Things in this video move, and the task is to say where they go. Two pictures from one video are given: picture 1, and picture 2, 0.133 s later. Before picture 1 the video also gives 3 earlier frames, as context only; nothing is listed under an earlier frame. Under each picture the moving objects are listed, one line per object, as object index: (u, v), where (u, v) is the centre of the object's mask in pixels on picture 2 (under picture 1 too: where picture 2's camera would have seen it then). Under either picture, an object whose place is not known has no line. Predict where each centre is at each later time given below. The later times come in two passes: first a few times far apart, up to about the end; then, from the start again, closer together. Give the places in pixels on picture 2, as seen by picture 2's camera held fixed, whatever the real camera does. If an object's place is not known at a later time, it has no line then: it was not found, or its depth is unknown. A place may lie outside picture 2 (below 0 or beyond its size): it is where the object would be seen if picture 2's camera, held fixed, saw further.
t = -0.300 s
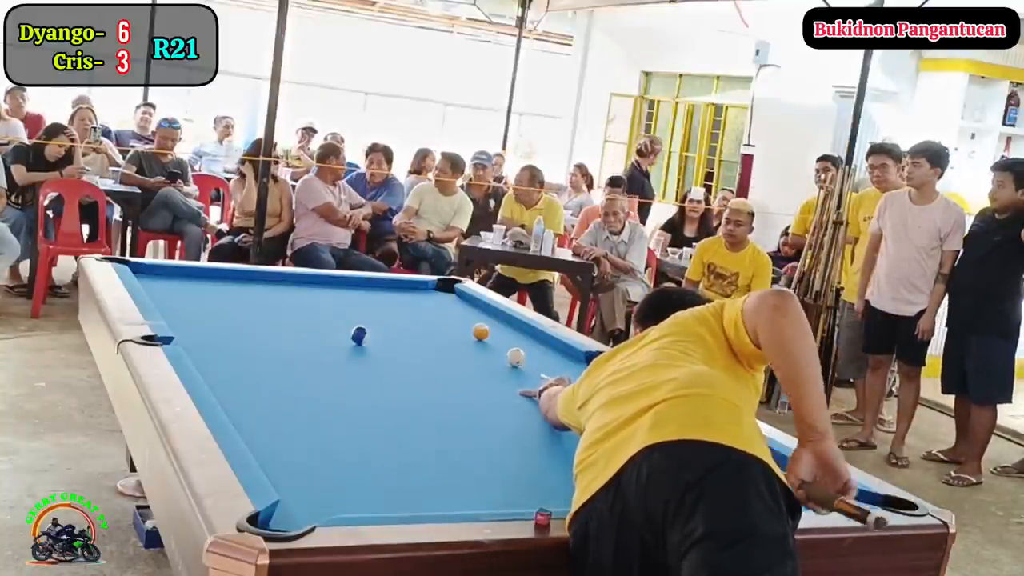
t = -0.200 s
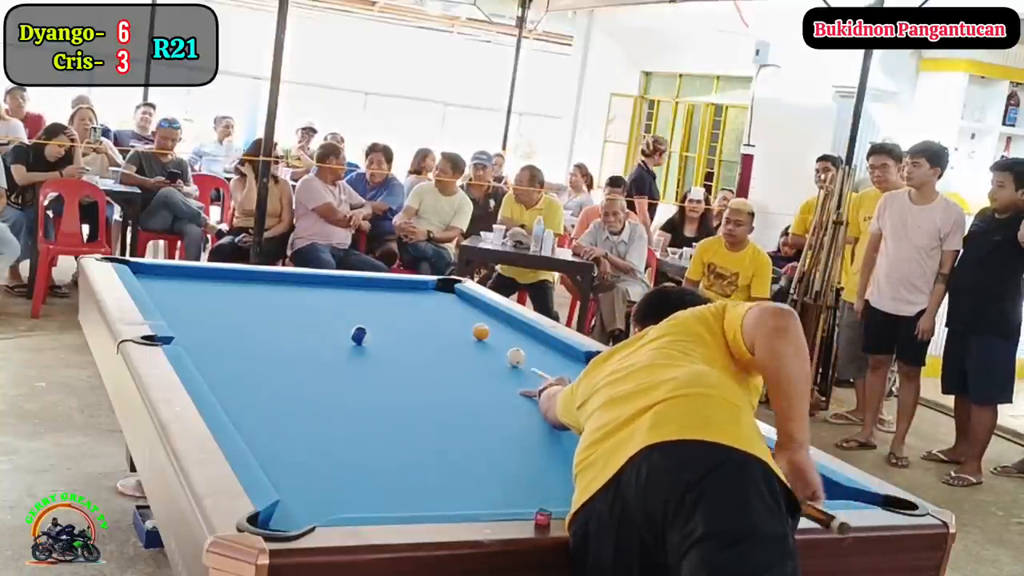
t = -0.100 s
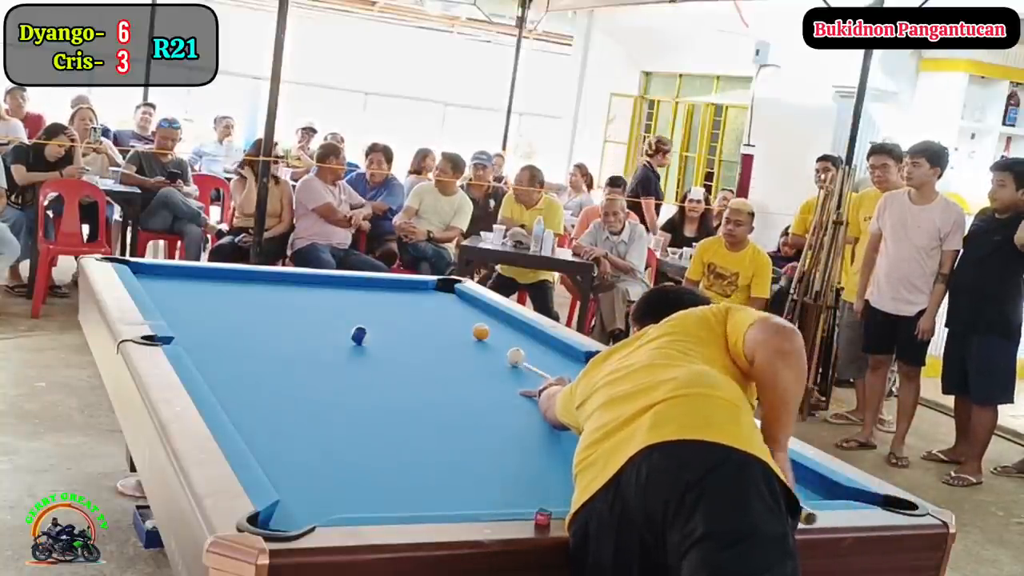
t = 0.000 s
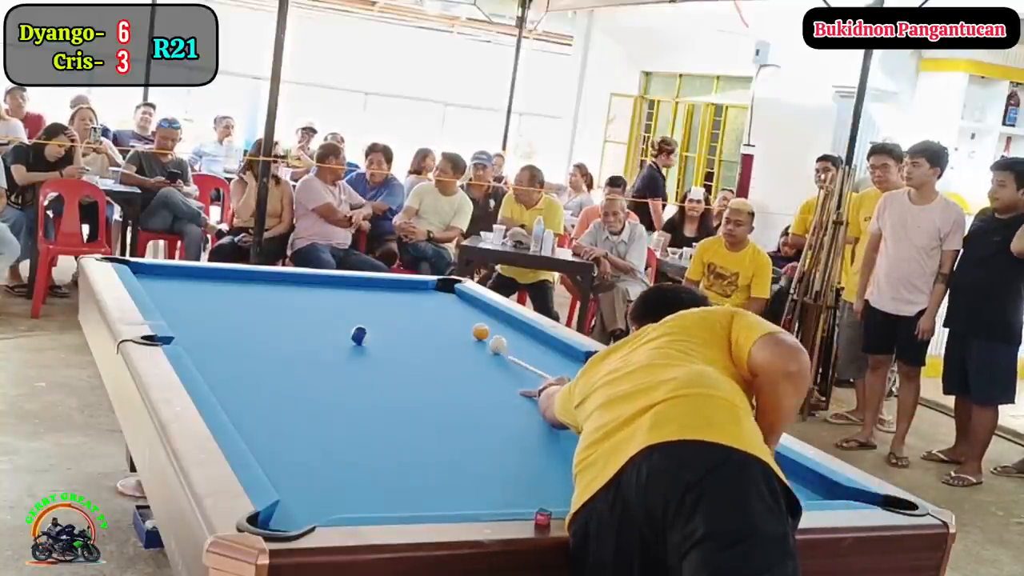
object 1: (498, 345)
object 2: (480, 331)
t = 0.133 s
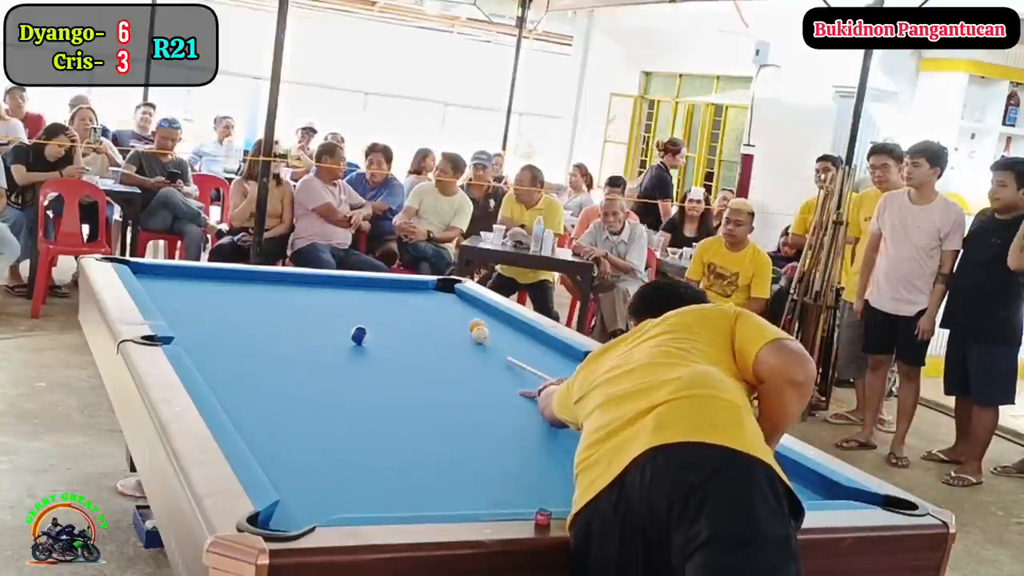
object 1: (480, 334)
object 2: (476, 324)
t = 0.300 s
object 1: (473, 333)
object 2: (470, 317)
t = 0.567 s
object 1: (461, 331)
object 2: (458, 304)
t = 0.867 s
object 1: (448, 329)
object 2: (446, 291)
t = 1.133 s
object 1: (439, 328)
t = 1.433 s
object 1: (431, 327)
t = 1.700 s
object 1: (424, 326)
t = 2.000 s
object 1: (419, 325)
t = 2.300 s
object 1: (416, 324)
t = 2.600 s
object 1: (414, 324)
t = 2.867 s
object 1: (414, 324)
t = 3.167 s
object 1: (414, 324)
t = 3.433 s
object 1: (414, 325)
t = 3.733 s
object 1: (414, 324)
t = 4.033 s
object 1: (414, 324)
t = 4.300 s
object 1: (414, 325)
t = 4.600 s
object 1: (414, 325)
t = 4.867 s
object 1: (414, 325)
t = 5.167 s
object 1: (414, 325)
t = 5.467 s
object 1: (414, 325)
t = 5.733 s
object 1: (414, 325)
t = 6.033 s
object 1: (414, 325)
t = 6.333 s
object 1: (414, 325)
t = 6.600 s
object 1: (414, 325)
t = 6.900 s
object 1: (414, 324)
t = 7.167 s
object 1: (414, 325)
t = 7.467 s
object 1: (414, 325)
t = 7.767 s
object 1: (414, 325)
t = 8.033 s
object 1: (414, 324)
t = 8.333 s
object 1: (414, 325)
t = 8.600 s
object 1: (414, 325)
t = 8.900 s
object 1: (414, 325)
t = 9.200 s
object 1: (414, 325)
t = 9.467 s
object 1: (414, 325)
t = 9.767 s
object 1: (414, 325)
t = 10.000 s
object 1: (414, 325)
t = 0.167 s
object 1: (479, 334)
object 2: (475, 323)
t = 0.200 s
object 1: (477, 334)
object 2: (473, 320)
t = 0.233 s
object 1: (475, 334)
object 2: (472, 319)
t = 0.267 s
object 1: (474, 333)
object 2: (470, 318)
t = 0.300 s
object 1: (473, 333)
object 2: (470, 317)
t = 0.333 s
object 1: (471, 333)
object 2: (468, 316)
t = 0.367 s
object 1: (469, 332)
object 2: (465, 313)
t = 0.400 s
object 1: (467, 332)
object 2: (463, 311)
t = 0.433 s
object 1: (467, 332)
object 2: (463, 310)
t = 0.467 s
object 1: (464, 332)
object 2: (461, 308)
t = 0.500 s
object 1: (463, 331)
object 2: (460, 307)
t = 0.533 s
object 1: (462, 332)
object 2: (459, 305)
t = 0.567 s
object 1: (461, 331)
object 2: (458, 304)
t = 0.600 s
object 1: (459, 330)
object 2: (456, 303)
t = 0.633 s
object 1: (457, 330)
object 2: (455, 300)
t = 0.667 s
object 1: (456, 330)
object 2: (454, 300)
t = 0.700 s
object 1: (455, 330)
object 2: (453, 298)
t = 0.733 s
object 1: (454, 330)
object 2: (452, 297)
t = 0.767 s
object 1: (452, 330)
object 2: (450, 295)
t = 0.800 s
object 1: (451, 330)
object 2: (449, 294)
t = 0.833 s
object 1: (449, 329)
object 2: (447, 292)
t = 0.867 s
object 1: (448, 329)
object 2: (446, 291)
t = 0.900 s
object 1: (447, 329)
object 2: (445, 290)
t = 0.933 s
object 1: (447, 329)
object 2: (445, 289)
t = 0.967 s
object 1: (445, 329)
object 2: (443, 287)
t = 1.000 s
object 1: (444, 328)
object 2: (442, 286)
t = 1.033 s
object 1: (443, 328)
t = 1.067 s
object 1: (442, 328)
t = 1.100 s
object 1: (440, 328)
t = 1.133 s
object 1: (439, 328)
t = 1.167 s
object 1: (438, 328)
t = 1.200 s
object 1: (438, 327)
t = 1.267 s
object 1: (436, 327)
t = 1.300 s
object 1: (434, 327)
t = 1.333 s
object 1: (434, 327)
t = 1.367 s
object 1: (433, 327)
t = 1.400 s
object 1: (432, 327)
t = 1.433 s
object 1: (431, 327)
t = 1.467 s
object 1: (430, 327)
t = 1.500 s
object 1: (429, 326)
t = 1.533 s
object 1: (428, 326)
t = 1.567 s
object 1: (427, 326)
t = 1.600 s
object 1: (426, 326)
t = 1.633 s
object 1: (426, 326)
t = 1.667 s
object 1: (425, 326)
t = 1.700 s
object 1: (424, 326)
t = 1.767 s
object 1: (423, 325)
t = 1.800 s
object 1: (422, 325)
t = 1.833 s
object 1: (422, 325)
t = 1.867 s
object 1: (421, 325)
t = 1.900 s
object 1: (421, 325)
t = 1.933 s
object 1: (420, 325)
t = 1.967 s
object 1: (420, 325)
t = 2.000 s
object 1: (419, 325)
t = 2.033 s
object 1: (419, 325)
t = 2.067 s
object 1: (418, 325)
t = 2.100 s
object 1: (418, 325)
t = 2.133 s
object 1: (417, 325)
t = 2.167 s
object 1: (417, 325)
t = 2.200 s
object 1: (417, 325)
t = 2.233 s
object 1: (416, 325)
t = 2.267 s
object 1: (416, 325)
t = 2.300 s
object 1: (416, 324)
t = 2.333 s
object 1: (416, 324)
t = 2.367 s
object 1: (416, 324)
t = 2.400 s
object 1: (415, 324)
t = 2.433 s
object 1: (415, 324)
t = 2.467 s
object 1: (415, 324)
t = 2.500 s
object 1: (415, 324)
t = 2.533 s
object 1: (415, 324)
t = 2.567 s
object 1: (414, 324)
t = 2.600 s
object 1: (414, 324)
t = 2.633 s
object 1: (414, 324)
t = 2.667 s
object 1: (414, 324)
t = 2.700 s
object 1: (414, 324)
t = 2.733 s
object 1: (414, 324)
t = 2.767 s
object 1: (414, 324)
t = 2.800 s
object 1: (414, 324)
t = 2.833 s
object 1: (414, 324)
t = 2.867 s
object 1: (414, 324)
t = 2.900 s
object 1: (414, 324)
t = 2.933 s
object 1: (414, 324)
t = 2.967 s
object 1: (414, 324)
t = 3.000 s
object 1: (414, 324)
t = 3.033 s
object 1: (414, 324)
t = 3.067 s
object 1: (414, 324)
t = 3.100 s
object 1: (414, 324)
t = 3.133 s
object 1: (414, 324)
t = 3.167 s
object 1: (414, 324)
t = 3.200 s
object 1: (414, 324)
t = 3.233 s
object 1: (414, 324)
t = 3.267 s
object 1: (414, 324)
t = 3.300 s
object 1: (414, 324)
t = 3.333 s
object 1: (414, 324)
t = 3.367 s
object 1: (414, 324)
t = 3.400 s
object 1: (414, 324)
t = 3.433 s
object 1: (414, 325)
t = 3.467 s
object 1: (414, 324)
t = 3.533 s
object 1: (414, 324)
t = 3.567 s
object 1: (414, 324)
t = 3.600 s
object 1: (414, 324)
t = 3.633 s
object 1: (414, 324)
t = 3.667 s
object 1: (414, 324)
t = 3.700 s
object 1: (414, 324)
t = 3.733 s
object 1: (414, 324)
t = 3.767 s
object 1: (414, 324)
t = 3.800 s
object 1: (414, 324)
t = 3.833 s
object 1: (414, 325)
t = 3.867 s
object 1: (414, 325)
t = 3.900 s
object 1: (414, 324)
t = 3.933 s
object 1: (414, 324)
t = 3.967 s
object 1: (414, 324)
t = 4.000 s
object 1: (414, 324)
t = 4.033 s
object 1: (414, 324)
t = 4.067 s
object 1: (414, 324)
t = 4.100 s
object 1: (414, 324)
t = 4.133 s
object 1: (414, 325)
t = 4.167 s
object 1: (414, 325)
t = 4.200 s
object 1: (414, 325)
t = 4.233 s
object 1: (414, 325)
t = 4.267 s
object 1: (414, 325)
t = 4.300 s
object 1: (414, 325)
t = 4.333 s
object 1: (414, 325)
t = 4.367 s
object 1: (414, 325)
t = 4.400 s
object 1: (414, 325)
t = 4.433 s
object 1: (414, 325)
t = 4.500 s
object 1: (414, 325)
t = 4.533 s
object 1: (414, 325)
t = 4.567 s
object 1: (414, 325)
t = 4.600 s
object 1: (414, 325)
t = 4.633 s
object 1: (414, 325)
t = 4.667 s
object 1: (414, 325)
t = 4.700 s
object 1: (414, 325)
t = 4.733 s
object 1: (414, 325)
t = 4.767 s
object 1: (414, 325)
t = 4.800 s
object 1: (414, 325)
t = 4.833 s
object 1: (414, 325)
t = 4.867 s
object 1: (414, 325)
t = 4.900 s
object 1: (414, 324)
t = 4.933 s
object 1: (414, 325)
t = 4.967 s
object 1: (414, 325)
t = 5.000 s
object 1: (414, 325)
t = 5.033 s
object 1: (414, 325)
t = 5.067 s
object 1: (414, 325)
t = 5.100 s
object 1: (414, 325)
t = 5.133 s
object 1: (414, 325)
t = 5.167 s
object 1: (414, 325)
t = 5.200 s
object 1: (414, 325)
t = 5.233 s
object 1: (414, 325)
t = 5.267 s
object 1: (414, 325)
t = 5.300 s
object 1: (414, 325)
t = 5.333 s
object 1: (414, 324)
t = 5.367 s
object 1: (414, 325)
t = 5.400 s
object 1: (414, 324)
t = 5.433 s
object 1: (414, 325)
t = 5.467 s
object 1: (414, 325)
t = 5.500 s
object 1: (414, 325)
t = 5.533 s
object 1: (414, 325)
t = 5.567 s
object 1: (414, 325)
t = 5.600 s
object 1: (414, 324)
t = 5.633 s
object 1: (414, 324)
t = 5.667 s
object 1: (414, 324)
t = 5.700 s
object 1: (414, 324)
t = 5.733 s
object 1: (414, 325)
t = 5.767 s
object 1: (414, 325)
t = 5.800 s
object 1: (414, 324)
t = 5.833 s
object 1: (414, 325)
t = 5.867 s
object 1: (414, 325)
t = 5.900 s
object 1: (414, 325)
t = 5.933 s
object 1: (414, 325)
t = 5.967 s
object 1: (414, 324)
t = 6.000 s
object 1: (414, 325)
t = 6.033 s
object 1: (414, 325)
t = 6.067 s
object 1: (414, 325)
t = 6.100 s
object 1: (414, 325)
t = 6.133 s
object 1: (414, 324)
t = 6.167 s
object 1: (414, 324)
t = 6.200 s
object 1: (414, 325)
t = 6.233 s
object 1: (414, 325)
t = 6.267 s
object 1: (414, 325)
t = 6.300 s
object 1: (414, 325)
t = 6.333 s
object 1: (414, 325)
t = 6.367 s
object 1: (414, 324)
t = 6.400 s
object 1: (414, 325)
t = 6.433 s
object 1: (414, 325)
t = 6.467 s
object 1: (414, 325)
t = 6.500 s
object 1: (414, 325)
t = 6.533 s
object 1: (414, 325)
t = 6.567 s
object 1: (414, 325)
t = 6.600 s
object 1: (414, 325)
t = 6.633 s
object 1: (414, 325)
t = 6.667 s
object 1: (414, 325)
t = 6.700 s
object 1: (414, 325)
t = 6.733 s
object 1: (414, 325)
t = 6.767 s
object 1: (414, 325)
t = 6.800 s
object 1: (414, 325)
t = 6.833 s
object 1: (414, 324)
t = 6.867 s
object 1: (414, 324)
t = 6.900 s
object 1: (414, 324)
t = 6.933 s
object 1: (414, 324)
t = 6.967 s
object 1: (414, 325)
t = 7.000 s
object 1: (414, 324)
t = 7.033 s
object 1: (414, 325)
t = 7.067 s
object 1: (414, 325)
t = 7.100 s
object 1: (414, 324)
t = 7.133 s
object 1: (414, 325)
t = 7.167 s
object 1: (414, 325)
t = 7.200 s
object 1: (414, 324)
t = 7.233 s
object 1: (414, 325)
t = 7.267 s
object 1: (414, 325)
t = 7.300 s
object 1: (414, 325)
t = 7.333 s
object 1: (414, 325)
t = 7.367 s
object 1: (414, 325)
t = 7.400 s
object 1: (414, 325)
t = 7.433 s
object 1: (414, 325)
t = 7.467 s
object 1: (414, 325)
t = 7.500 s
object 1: (414, 324)
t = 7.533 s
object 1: (414, 325)
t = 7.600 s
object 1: (414, 324)
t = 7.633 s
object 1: (414, 324)
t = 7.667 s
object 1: (414, 324)
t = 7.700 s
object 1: (414, 325)
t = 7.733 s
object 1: (414, 324)
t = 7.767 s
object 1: (414, 325)
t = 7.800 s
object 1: (414, 325)
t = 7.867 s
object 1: (414, 325)
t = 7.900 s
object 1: (414, 325)
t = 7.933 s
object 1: (414, 325)
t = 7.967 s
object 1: (414, 324)
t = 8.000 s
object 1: (414, 324)
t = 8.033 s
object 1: (414, 324)
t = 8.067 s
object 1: (414, 324)
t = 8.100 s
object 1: (414, 324)
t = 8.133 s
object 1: (414, 325)
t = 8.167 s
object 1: (414, 324)
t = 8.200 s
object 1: (414, 324)
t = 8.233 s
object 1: (414, 325)
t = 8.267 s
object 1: (414, 325)
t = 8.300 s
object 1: (414, 324)
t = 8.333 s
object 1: (414, 325)
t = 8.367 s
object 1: (414, 325)
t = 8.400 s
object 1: (414, 325)
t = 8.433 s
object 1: (414, 324)
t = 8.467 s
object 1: (414, 325)
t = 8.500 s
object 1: (414, 325)
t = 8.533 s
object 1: (414, 324)
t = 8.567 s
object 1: (414, 324)
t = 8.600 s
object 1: (414, 325)
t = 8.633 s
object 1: (414, 324)
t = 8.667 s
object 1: (414, 324)
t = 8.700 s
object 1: (414, 325)
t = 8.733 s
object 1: (414, 325)
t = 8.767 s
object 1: (414, 325)
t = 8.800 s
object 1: (414, 325)
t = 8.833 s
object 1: (414, 325)
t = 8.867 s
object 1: (414, 325)
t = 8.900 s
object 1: (414, 325)
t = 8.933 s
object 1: (414, 324)
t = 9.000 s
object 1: (414, 325)
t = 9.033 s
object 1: (414, 324)
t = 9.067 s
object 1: (414, 325)
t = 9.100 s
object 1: (414, 325)
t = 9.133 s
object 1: (414, 325)
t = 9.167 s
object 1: (414, 325)
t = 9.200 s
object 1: (414, 325)
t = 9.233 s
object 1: (414, 324)
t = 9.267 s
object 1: (414, 325)
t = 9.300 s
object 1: (414, 325)
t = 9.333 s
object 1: (414, 324)
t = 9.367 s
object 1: (414, 325)
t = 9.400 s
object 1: (414, 325)
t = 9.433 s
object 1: (414, 325)
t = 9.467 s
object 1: (414, 325)
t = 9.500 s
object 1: (414, 325)
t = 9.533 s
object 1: (414, 324)
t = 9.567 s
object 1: (414, 325)
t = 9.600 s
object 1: (414, 325)
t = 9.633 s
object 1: (414, 325)
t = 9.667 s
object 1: (414, 325)
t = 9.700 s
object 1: (414, 325)
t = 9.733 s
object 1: (414, 325)
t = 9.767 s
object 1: (414, 325)
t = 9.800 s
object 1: (414, 325)
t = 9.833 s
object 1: (414, 325)
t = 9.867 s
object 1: (414, 325)
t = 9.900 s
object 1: (414, 325)
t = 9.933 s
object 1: (414, 325)
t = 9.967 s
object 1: (414, 325)
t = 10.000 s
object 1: (414, 325)
